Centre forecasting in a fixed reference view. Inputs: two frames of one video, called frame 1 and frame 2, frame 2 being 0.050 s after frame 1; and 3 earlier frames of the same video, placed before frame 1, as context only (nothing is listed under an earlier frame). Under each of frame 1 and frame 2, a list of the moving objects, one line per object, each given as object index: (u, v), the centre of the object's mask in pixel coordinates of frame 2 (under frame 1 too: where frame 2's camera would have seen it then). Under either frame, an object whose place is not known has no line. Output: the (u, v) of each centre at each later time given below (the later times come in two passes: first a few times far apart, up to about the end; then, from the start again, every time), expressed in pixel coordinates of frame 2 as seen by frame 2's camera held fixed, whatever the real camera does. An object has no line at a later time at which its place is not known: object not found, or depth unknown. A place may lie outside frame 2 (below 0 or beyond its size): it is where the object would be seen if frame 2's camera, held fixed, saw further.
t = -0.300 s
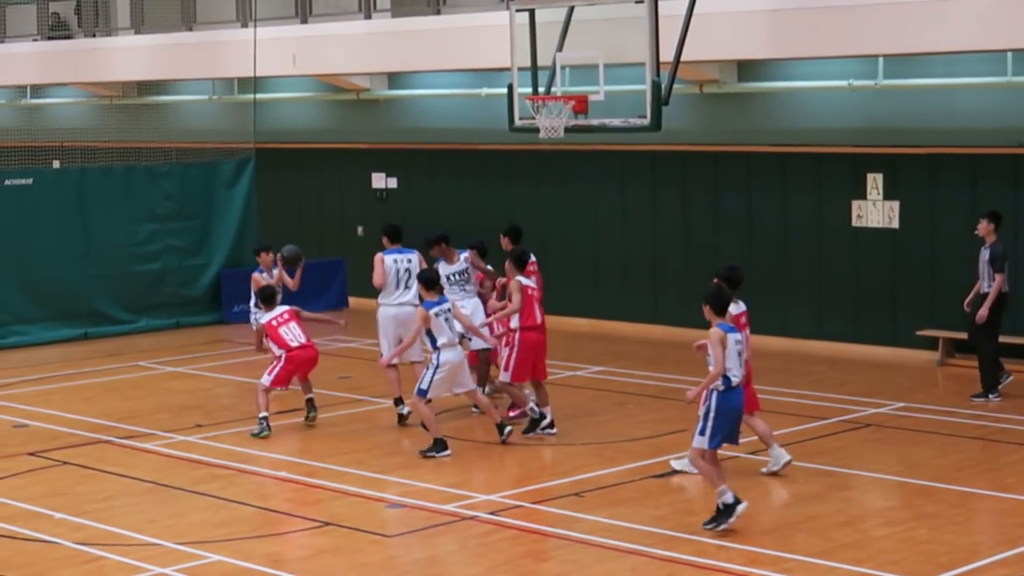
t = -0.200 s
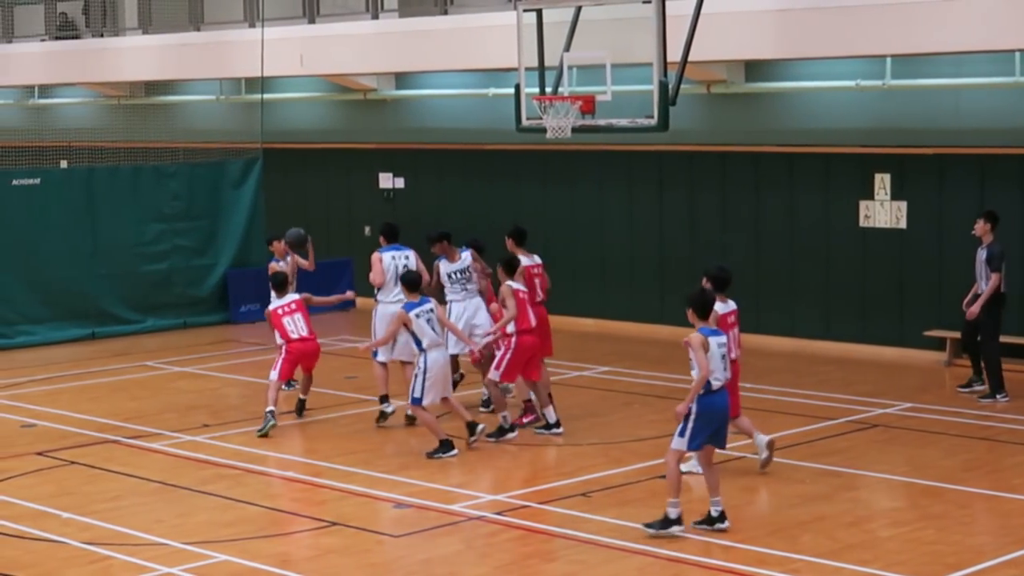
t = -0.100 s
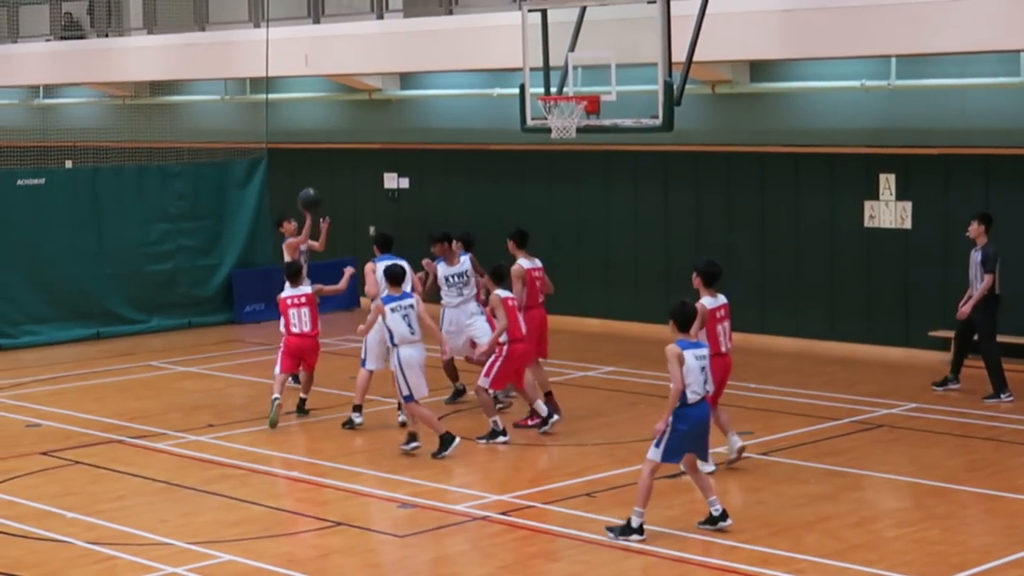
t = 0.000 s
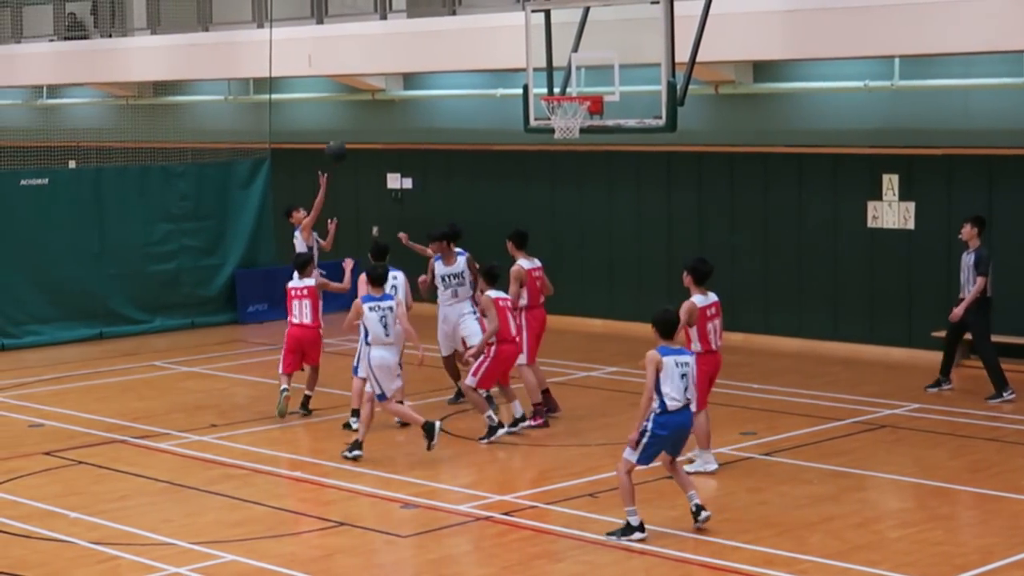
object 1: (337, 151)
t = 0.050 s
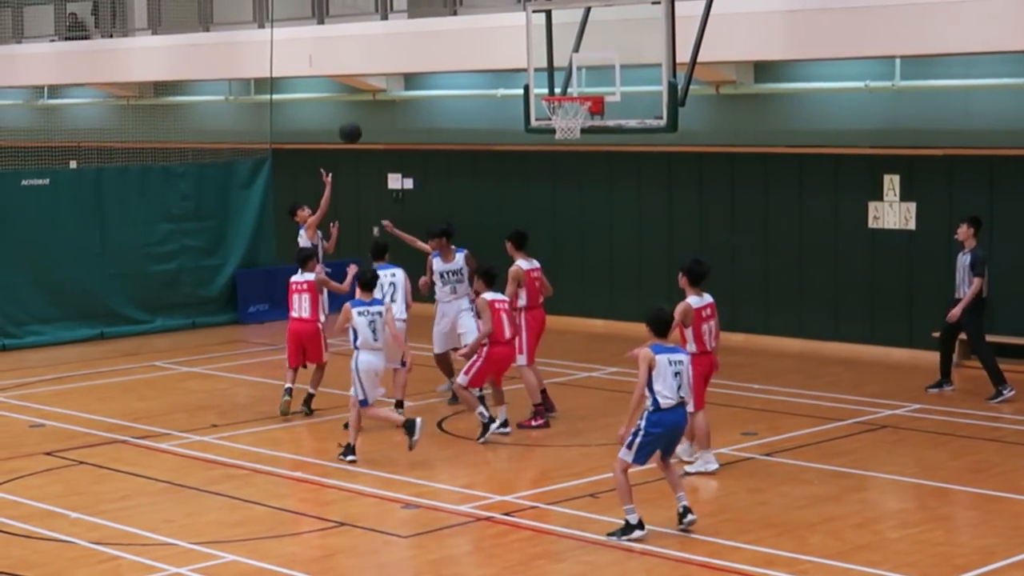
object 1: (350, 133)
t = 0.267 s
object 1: (409, 68)
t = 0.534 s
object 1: (487, 49)
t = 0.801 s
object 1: (562, 81)
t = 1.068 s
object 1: (606, 99)
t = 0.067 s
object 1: (354, 127)
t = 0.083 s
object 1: (358, 121)
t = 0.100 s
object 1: (363, 115)
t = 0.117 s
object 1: (367, 109)
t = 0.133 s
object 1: (372, 103)
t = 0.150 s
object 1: (376, 98)
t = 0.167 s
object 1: (381, 92)
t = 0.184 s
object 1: (385, 88)
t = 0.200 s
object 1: (390, 83)
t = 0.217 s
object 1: (395, 79)
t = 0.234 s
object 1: (399, 75)
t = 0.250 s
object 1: (404, 71)
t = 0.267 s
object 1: (409, 68)
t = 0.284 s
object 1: (413, 64)
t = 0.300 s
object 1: (418, 62)
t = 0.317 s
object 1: (423, 59)
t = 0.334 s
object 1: (428, 57)
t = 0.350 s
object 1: (433, 54)
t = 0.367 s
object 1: (437, 53)
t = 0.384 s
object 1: (442, 51)
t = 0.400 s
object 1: (447, 50)
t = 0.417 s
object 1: (452, 49)
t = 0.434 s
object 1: (457, 48)
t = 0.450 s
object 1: (462, 47)
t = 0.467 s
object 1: (467, 47)
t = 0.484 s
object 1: (472, 47)
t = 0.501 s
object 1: (477, 48)
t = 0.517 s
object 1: (482, 48)
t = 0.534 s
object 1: (487, 49)
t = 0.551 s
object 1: (492, 51)
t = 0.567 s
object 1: (498, 52)
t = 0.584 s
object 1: (503, 54)
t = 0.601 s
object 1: (508, 56)
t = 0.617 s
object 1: (513, 58)
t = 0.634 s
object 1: (518, 61)
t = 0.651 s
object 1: (523, 64)
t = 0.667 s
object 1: (529, 67)
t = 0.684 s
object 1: (534, 71)
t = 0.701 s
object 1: (539, 75)
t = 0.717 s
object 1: (545, 80)
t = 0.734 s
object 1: (550, 84)
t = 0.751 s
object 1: (554, 85)
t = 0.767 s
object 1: (557, 83)
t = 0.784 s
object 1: (559, 82)
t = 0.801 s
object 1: (562, 81)
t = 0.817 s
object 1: (564, 81)
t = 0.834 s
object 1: (567, 79)
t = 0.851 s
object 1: (570, 78)
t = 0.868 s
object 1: (573, 78)
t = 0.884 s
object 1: (575, 78)
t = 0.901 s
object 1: (578, 79)
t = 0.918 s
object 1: (581, 79)
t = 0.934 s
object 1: (583, 80)
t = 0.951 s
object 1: (586, 81)
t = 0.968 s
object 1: (589, 83)
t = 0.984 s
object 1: (592, 85)
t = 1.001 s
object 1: (594, 87)
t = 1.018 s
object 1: (597, 89)
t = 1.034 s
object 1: (600, 92)
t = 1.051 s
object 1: (603, 95)
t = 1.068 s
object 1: (606, 99)
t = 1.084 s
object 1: (609, 102)
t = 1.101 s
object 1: (612, 107)
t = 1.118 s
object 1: (614, 111)
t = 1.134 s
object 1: (617, 115)
